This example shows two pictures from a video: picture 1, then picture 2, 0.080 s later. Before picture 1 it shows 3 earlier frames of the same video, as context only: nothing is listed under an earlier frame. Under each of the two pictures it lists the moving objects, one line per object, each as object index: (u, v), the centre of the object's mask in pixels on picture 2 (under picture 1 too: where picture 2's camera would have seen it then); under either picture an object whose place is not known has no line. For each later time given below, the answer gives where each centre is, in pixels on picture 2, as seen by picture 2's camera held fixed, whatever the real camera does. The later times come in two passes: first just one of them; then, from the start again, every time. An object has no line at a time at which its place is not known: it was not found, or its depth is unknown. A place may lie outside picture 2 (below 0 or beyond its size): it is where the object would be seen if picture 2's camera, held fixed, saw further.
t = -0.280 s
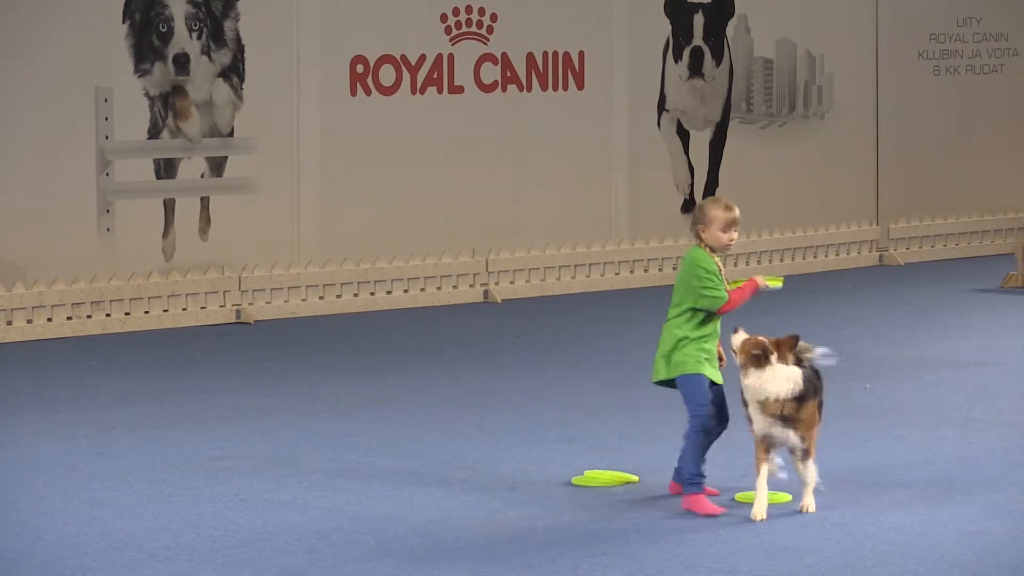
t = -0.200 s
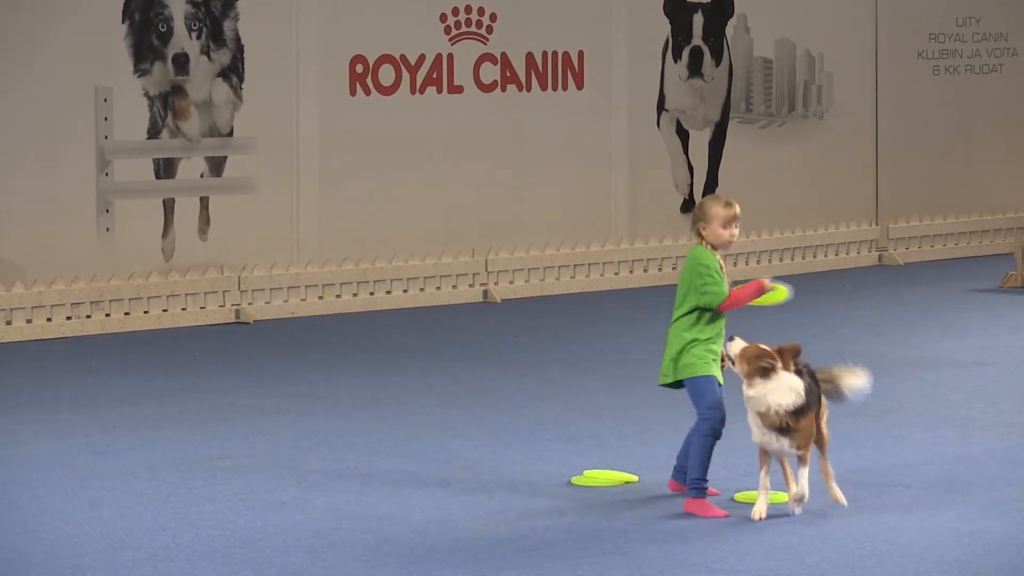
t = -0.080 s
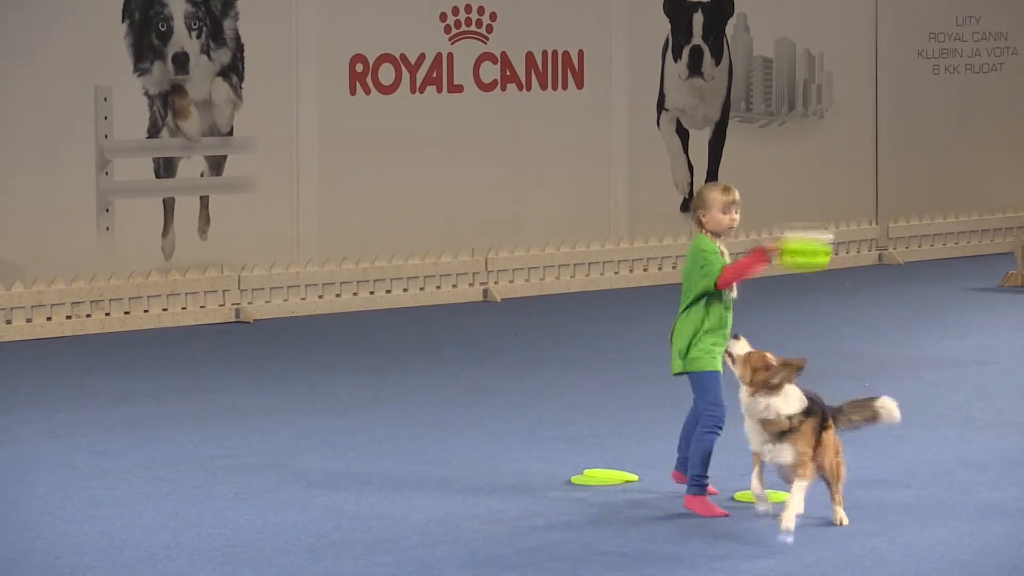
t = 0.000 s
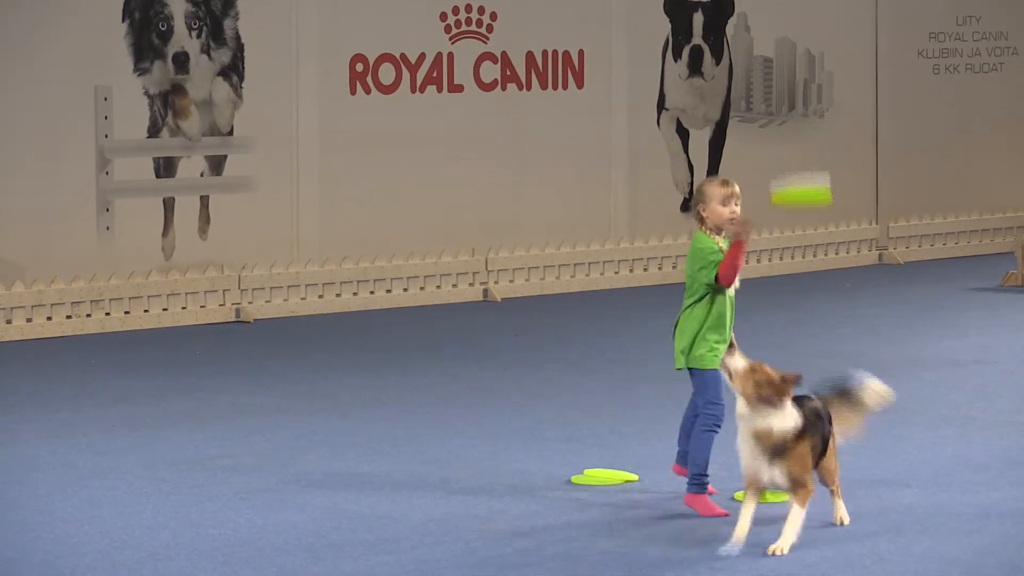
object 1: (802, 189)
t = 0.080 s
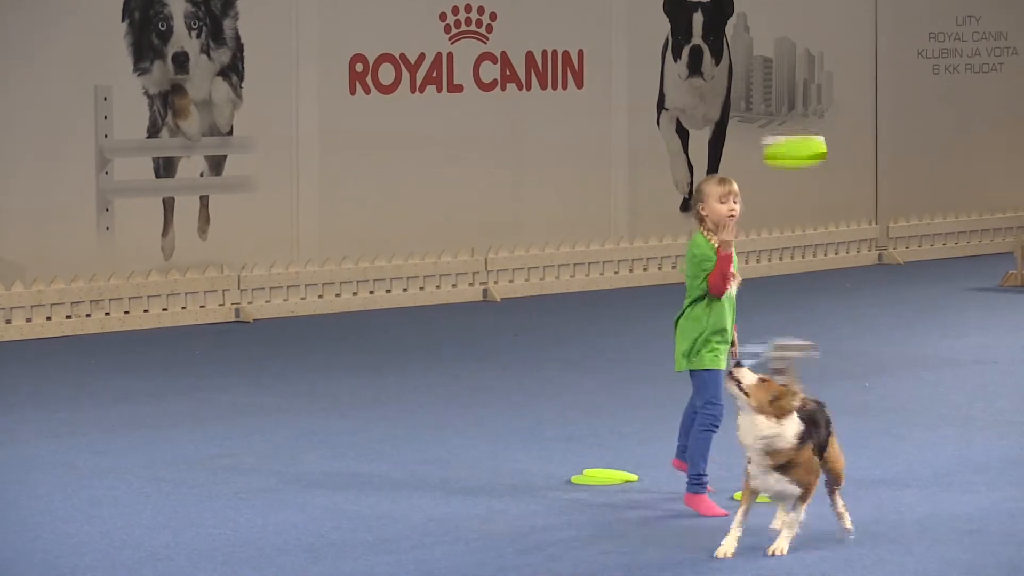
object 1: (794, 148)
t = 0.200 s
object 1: (783, 112)
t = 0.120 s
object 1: (791, 134)
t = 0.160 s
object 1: (789, 121)
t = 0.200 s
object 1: (783, 112)
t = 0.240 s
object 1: (779, 108)
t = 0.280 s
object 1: (776, 107)
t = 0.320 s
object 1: (775, 108)
